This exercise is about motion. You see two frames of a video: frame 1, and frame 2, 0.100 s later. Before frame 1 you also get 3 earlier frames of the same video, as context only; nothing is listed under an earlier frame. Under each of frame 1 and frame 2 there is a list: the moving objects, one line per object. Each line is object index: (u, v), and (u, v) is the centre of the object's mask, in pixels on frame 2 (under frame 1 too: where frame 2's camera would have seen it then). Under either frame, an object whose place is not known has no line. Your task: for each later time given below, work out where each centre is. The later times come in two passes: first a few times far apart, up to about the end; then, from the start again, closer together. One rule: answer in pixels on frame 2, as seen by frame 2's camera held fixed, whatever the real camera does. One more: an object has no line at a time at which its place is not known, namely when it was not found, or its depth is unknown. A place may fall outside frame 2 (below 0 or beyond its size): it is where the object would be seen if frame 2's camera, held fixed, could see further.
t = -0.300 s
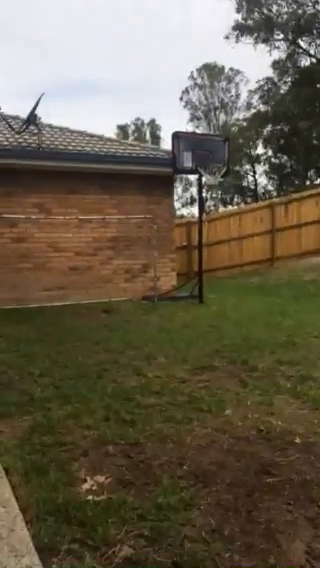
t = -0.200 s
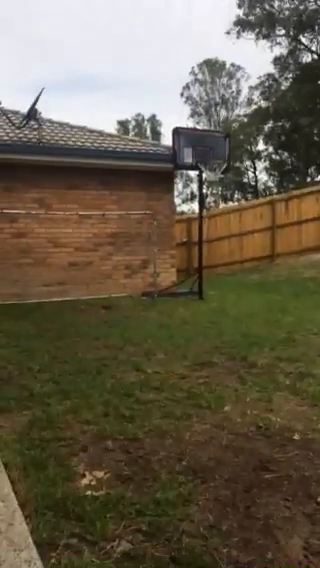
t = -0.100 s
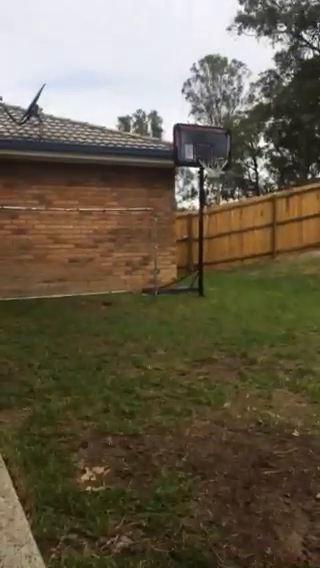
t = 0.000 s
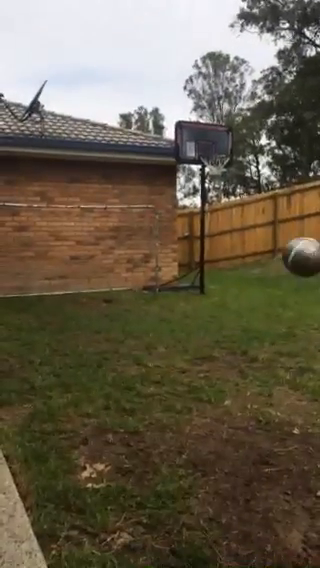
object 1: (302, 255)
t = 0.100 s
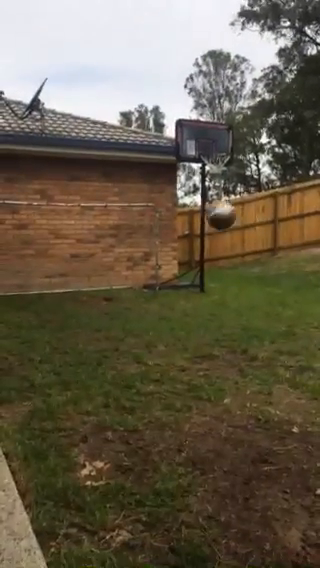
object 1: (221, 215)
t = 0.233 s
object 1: (162, 202)
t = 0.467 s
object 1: (109, 219)
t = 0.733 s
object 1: (95, 273)
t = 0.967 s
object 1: (110, 252)
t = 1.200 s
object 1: (129, 230)
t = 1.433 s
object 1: (150, 242)
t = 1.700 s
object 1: (178, 307)
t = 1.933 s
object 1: (200, 290)
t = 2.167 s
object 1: (227, 307)
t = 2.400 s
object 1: (259, 314)
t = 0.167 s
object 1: (187, 205)
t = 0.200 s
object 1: (175, 203)
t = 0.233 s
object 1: (162, 202)
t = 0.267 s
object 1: (153, 203)
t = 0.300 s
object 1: (143, 204)
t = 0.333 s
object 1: (136, 206)
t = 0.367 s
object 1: (128, 208)
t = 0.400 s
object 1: (121, 212)
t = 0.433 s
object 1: (115, 214)
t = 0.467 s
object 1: (109, 219)
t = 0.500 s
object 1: (104, 223)
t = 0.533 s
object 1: (100, 228)
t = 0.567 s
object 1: (95, 233)
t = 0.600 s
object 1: (93, 239)
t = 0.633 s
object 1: (90, 245)
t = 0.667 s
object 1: (90, 254)
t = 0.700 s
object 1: (91, 265)
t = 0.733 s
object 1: (95, 273)
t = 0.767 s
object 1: (97, 283)
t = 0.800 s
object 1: (99, 285)
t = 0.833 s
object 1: (102, 277)
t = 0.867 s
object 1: (104, 270)
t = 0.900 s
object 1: (106, 264)
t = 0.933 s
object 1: (109, 257)
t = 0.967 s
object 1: (110, 252)
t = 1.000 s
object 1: (113, 246)
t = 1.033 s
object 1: (115, 242)
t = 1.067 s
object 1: (118, 238)
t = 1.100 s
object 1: (121, 235)
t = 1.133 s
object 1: (124, 233)
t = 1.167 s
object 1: (127, 231)
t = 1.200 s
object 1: (129, 230)
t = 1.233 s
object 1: (132, 229)
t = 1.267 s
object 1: (134, 229)
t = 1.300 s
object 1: (137, 230)
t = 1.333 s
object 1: (140, 232)
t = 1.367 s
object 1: (144, 235)
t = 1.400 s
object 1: (147, 238)
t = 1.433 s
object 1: (150, 242)
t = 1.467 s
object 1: (153, 247)
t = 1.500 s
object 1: (156, 253)
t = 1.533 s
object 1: (160, 259)
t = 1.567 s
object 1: (163, 267)
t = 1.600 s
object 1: (166, 276)
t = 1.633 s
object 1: (170, 284)
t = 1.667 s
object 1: (174, 295)
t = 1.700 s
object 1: (178, 307)
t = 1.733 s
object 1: (180, 311)
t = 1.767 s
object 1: (183, 306)
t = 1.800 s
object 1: (187, 301)
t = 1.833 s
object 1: (190, 297)
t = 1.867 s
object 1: (193, 294)
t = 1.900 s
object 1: (197, 291)
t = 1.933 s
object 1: (200, 290)
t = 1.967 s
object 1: (204, 289)
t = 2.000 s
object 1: (208, 290)
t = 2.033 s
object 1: (212, 291)
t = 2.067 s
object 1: (215, 293)
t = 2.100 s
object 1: (220, 296)
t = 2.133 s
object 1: (224, 301)
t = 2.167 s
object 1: (227, 307)
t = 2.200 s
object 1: (232, 314)
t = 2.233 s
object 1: (237, 322)
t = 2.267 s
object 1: (242, 326)
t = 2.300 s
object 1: (246, 321)
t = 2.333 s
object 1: (251, 318)
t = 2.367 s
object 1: (254, 316)
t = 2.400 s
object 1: (259, 314)
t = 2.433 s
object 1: (264, 313)
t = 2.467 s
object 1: (269, 315)
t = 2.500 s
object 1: (274, 316)
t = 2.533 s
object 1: (280, 319)
